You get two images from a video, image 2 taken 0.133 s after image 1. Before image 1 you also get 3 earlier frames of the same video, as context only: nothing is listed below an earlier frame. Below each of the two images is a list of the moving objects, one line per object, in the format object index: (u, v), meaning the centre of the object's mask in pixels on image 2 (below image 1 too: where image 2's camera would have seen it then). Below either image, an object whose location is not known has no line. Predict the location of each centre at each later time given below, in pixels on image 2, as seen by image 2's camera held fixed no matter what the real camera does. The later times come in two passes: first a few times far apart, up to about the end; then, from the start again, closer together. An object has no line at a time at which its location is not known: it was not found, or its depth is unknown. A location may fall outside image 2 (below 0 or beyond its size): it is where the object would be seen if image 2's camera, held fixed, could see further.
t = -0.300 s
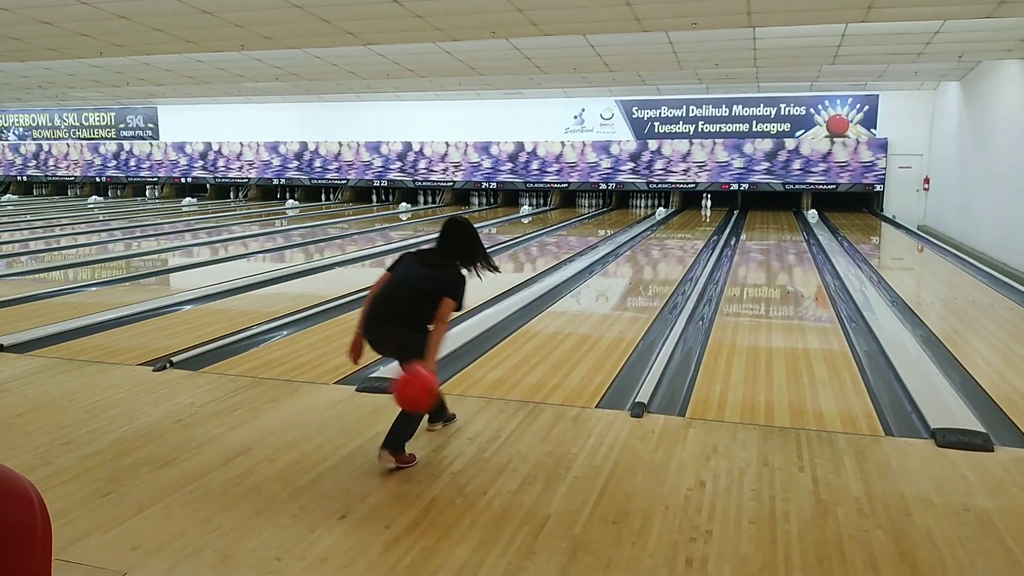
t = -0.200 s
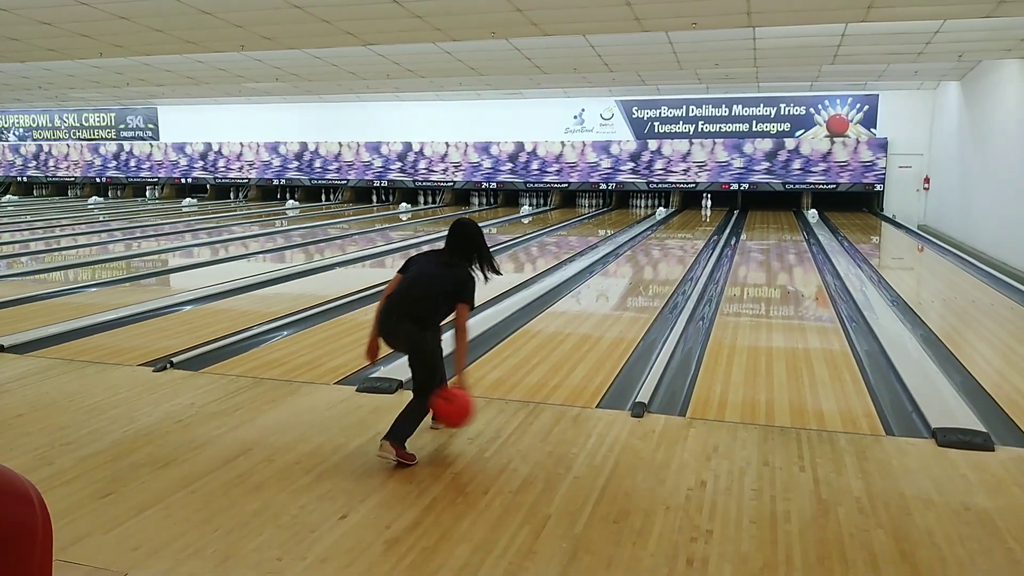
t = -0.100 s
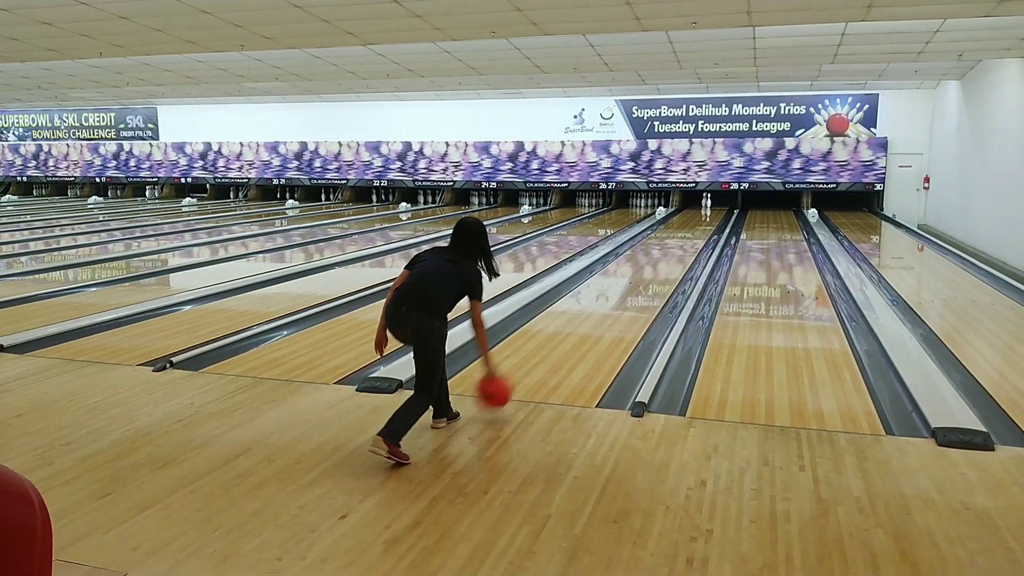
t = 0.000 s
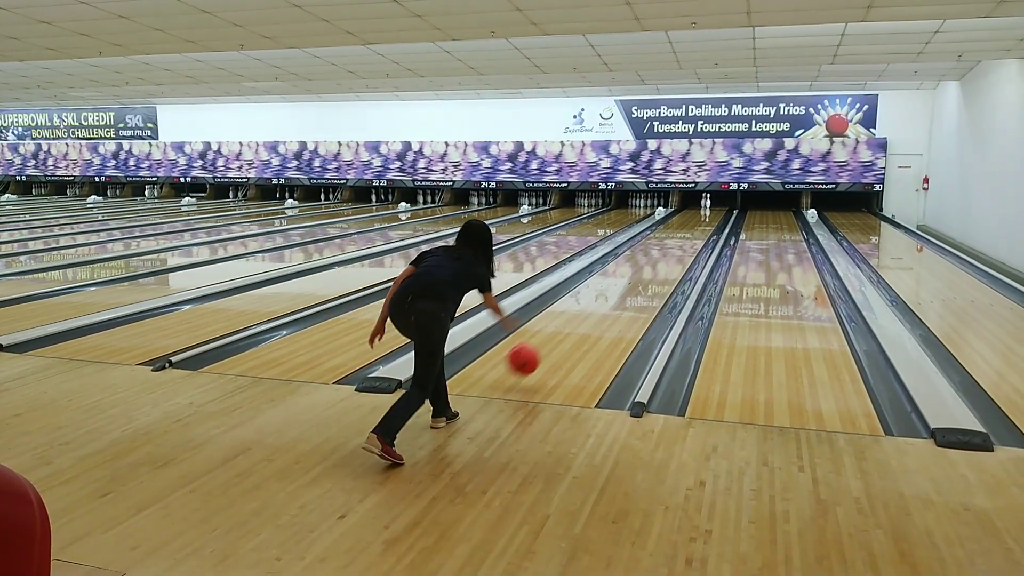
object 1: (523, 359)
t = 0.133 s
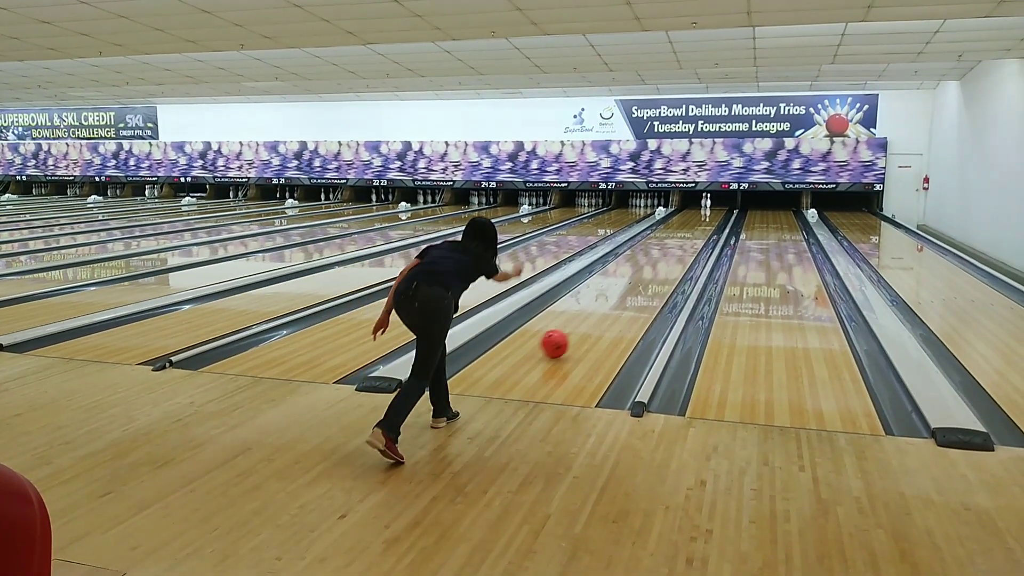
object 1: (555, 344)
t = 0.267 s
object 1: (579, 323)
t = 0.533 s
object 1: (613, 293)
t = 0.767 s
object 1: (635, 274)
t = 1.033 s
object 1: (653, 258)
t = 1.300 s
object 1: (667, 245)
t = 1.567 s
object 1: (678, 236)
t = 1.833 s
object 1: (687, 228)
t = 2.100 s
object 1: (693, 222)
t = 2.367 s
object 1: (699, 217)
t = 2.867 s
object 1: (707, 210)
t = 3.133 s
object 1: (710, 206)
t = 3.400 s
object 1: (715, 203)
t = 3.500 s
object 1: (719, 203)
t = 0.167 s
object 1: (561, 338)
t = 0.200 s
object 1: (567, 332)
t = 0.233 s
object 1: (573, 328)
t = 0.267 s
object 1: (579, 323)
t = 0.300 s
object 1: (584, 319)
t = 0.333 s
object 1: (588, 315)
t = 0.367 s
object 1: (593, 310)
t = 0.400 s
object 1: (598, 306)
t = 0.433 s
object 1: (602, 303)
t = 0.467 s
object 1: (606, 299)
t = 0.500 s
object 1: (610, 296)
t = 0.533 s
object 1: (613, 293)
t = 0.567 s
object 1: (617, 290)
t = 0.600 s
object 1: (621, 287)
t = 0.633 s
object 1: (623, 284)
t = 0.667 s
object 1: (627, 281)
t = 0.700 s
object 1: (629, 279)
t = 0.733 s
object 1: (632, 276)
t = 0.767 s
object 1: (635, 274)
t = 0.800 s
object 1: (637, 272)
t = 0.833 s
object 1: (640, 270)
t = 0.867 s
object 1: (643, 267)
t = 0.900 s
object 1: (645, 266)
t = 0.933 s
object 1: (647, 264)
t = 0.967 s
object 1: (649, 262)
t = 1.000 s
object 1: (651, 260)
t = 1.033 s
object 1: (653, 258)
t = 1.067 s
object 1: (655, 256)
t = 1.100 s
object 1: (657, 254)
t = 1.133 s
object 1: (659, 253)
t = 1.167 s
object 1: (660, 251)
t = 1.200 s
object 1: (662, 249)
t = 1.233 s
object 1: (664, 248)
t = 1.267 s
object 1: (665, 247)
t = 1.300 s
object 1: (667, 245)
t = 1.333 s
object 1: (668, 244)
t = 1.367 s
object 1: (670, 243)
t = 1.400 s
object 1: (671, 241)
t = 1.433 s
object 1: (673, 240)
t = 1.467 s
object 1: (674, 239)
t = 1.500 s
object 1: (675, 238)
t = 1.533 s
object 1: (677, 237)
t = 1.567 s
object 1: (678, 236)
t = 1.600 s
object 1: (679, 234)
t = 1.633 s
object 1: (680, 234)
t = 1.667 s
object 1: (681, 233)
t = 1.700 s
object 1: (682, 232)
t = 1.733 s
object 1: (683, 231)
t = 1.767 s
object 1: (684, 230)
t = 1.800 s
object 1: (685, 229)
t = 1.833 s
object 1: (687, 228)
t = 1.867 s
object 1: (687, 227)
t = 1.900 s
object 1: (688, 226)
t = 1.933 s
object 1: (689, 226)
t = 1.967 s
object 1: (690, 225)
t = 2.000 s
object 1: (691, 224)
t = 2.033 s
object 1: (692, 223)
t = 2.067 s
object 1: (692, 223)
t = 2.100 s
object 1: (693, 222)
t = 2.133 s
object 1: (694, 221)
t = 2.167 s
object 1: (695, 220)
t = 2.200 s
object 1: (696, 220)
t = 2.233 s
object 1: (696, 219)
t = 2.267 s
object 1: (697, 218)
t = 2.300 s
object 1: (698, 218)
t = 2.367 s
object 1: (699, 217)
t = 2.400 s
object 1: (699, 216)
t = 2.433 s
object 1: (700, 216)
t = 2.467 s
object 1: (701, 215)
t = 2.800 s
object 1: (706, 210)
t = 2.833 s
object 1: (706, 210)
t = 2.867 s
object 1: (707, 210)
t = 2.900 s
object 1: (707, 209)
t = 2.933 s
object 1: (708, 209)
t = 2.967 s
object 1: (708, 208)
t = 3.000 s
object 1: (709, 208)
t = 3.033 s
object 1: (709, 207)
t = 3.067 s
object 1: (709, 207)
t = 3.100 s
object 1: (710, 206)
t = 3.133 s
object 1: (710, 206)
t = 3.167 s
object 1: (711, 206)
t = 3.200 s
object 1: (711, 206)
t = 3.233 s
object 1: (711, 205)
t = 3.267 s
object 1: (711, 204)
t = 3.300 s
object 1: (712, 204)
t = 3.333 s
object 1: (712, 204)
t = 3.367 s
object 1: (713, 203)
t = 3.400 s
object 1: (715, 203)
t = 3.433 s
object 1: (716, 203)
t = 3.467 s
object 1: (718, 203)
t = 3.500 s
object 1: (719, 203)
